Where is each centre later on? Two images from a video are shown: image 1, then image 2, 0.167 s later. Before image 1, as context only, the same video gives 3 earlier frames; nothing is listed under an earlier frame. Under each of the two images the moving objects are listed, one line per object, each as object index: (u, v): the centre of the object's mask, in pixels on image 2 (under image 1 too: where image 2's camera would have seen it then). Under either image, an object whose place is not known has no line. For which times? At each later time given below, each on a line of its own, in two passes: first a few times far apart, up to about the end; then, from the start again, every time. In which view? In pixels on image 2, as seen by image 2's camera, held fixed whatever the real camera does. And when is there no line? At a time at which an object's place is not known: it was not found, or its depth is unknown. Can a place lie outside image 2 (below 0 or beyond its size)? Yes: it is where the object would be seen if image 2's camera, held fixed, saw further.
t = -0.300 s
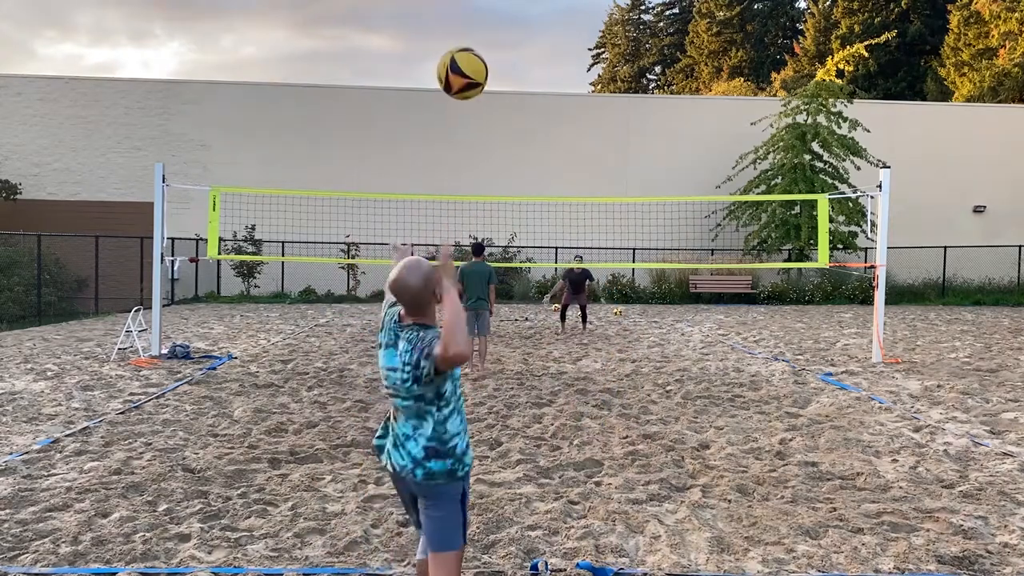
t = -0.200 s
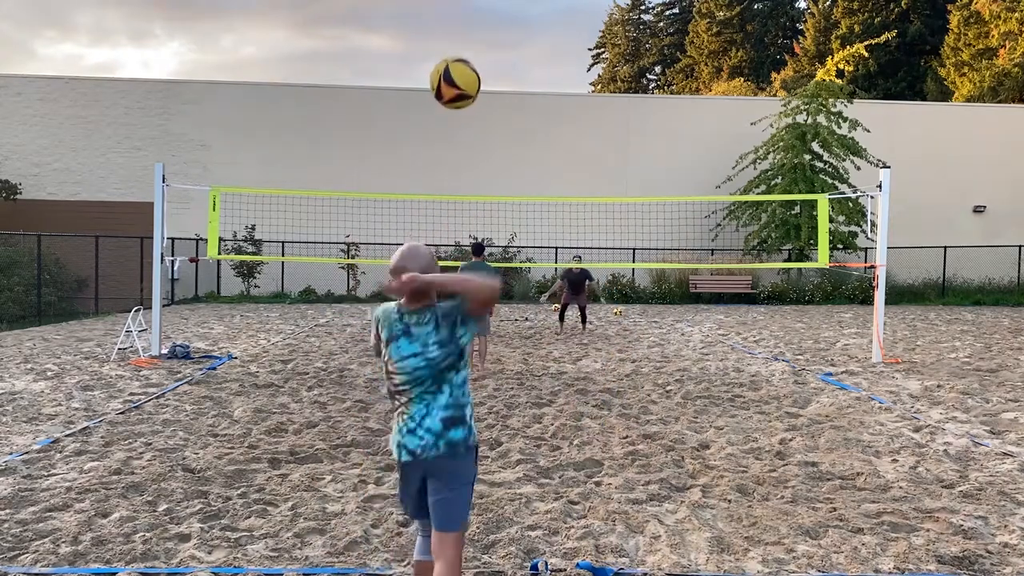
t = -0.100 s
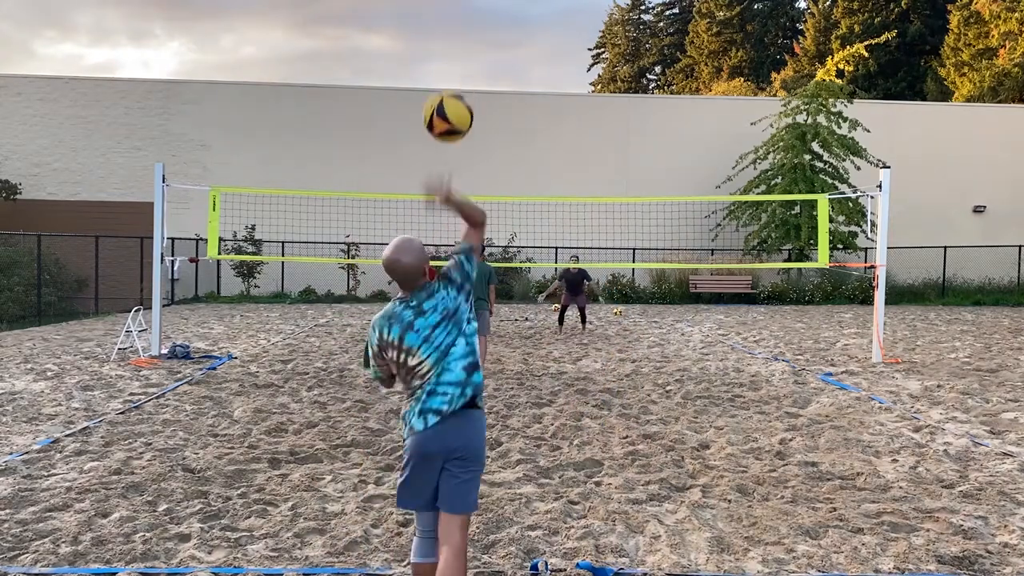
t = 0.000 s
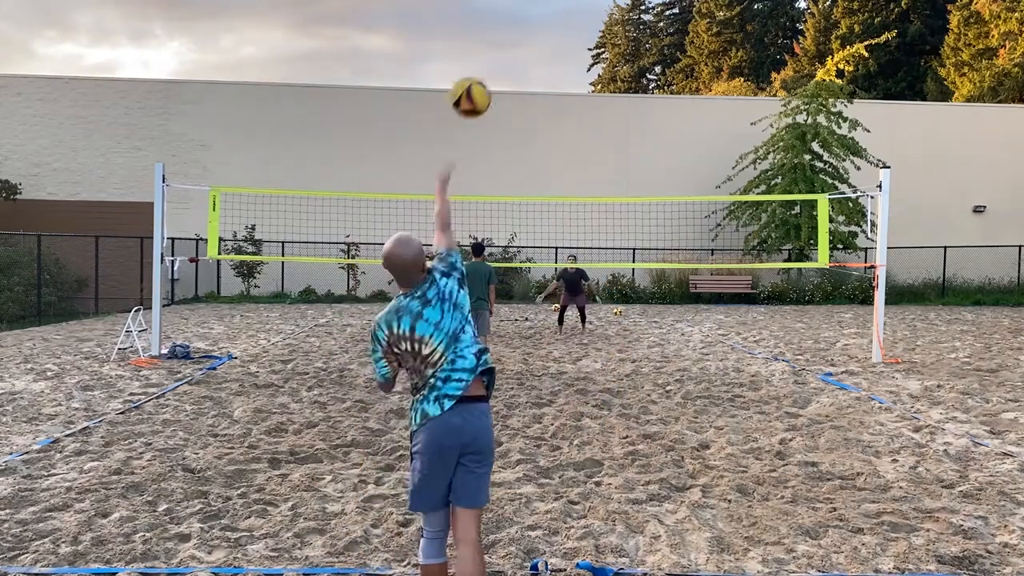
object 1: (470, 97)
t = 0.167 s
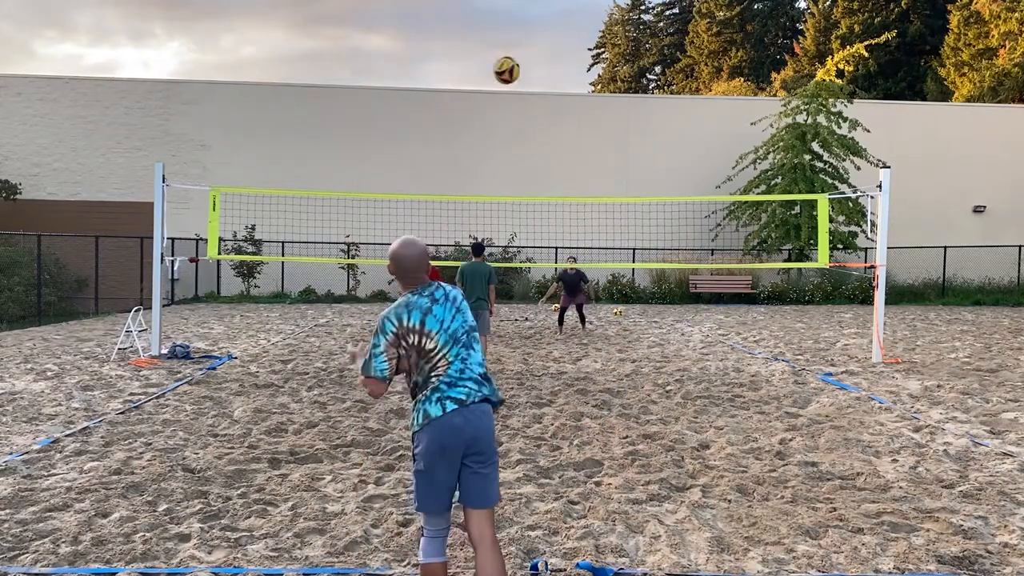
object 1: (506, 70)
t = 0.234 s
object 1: (516, 73)
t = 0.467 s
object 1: (541, 109)
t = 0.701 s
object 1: (550, 159)
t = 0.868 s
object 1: (549, 203)
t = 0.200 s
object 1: (512, 71)
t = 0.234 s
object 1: (516, 73)
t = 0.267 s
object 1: (520, 76)
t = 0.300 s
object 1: (524, 80)
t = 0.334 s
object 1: (528, 84)
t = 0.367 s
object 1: (532, 90)
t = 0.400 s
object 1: (535, 96)
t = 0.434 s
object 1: (538, 102)
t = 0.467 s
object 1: (541, 109)
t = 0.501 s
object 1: (543, 115)
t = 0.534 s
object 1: (545, 122)
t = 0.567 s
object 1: (546, 129)
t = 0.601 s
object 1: (548, 136)
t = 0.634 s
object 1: (549, 144)
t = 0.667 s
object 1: (549, 151)
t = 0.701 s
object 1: (550, 159)
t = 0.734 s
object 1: (550, 167)
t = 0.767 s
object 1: (550, 175)
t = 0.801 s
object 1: (550, 184)
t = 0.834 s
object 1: (550, 191)
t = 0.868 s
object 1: (549, 203)
